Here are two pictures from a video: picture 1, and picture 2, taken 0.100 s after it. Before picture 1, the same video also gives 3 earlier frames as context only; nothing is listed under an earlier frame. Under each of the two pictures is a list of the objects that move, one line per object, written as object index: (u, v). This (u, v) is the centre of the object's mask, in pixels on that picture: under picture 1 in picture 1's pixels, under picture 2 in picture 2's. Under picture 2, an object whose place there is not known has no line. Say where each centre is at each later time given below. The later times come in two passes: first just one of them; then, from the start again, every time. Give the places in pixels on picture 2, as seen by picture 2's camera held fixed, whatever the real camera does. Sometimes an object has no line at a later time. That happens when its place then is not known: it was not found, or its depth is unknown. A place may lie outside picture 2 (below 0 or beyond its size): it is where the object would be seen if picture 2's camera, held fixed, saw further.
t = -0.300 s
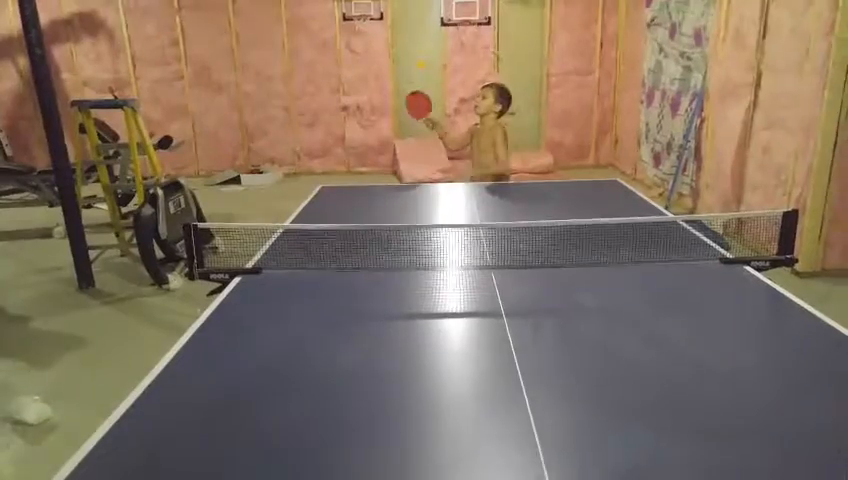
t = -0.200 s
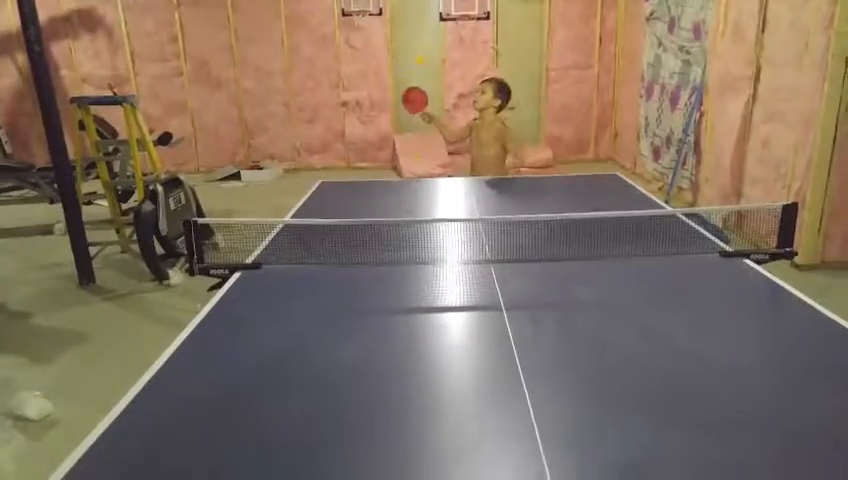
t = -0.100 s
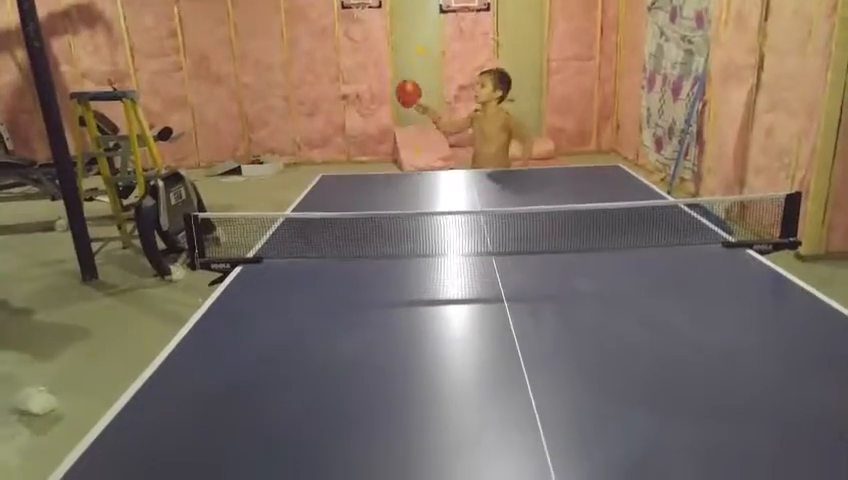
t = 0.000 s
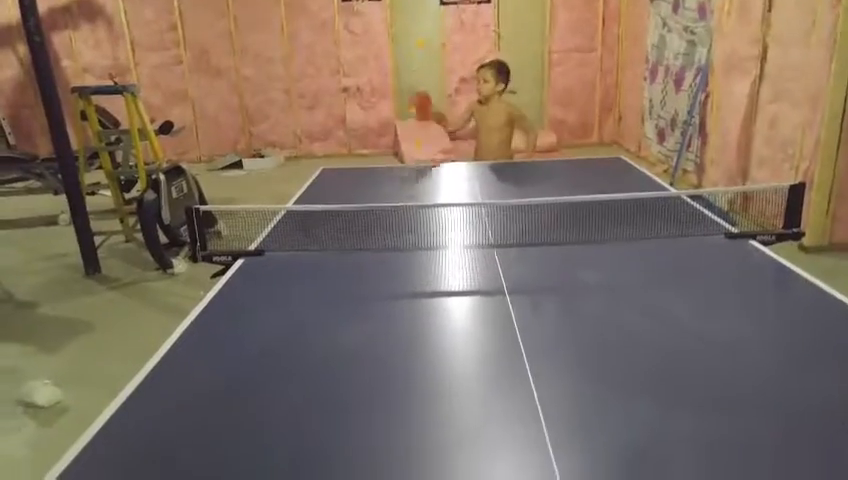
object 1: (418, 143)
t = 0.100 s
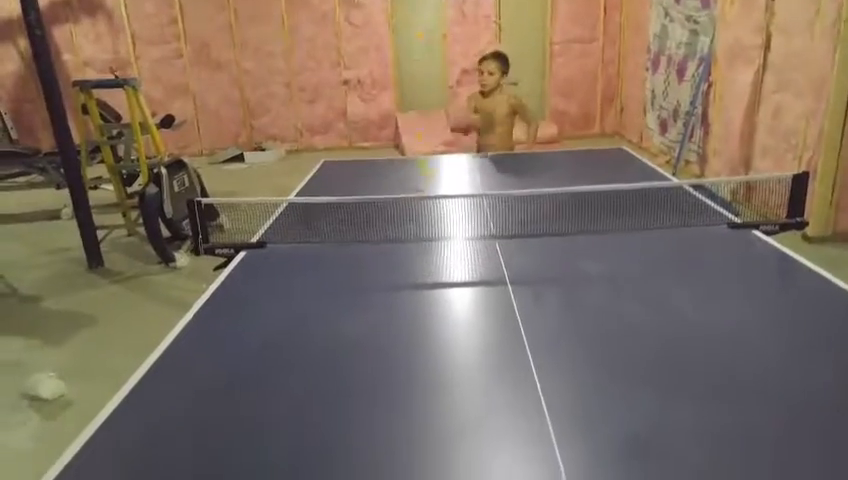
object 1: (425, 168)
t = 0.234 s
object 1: (432, 169)
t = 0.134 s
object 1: (427, 182)
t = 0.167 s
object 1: (430, 175)
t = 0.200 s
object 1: (430, 172)
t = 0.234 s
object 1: (432, 169)
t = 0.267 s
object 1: (433, 169)
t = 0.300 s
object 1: (436, 176)
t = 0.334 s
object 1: (441, 189)
